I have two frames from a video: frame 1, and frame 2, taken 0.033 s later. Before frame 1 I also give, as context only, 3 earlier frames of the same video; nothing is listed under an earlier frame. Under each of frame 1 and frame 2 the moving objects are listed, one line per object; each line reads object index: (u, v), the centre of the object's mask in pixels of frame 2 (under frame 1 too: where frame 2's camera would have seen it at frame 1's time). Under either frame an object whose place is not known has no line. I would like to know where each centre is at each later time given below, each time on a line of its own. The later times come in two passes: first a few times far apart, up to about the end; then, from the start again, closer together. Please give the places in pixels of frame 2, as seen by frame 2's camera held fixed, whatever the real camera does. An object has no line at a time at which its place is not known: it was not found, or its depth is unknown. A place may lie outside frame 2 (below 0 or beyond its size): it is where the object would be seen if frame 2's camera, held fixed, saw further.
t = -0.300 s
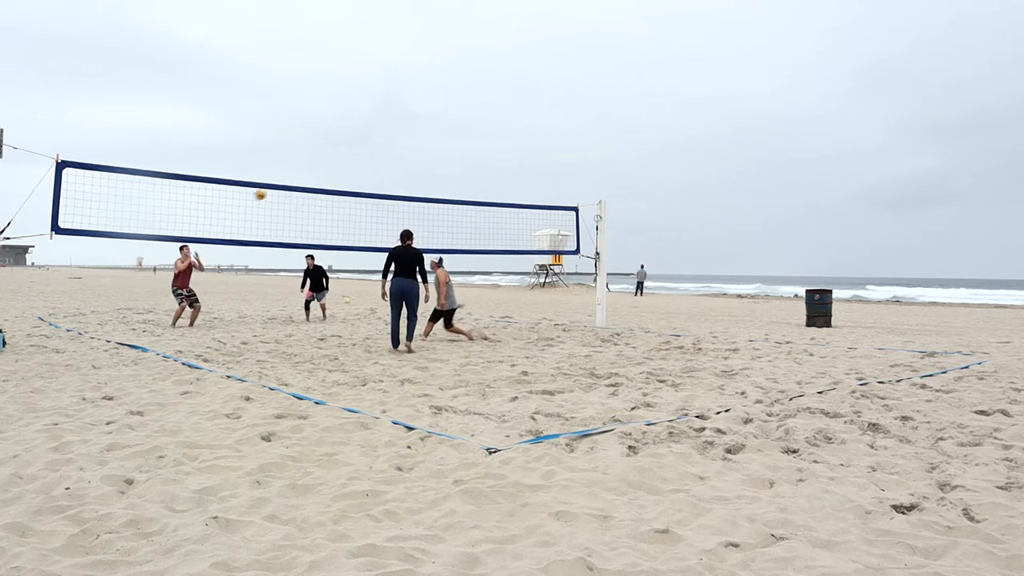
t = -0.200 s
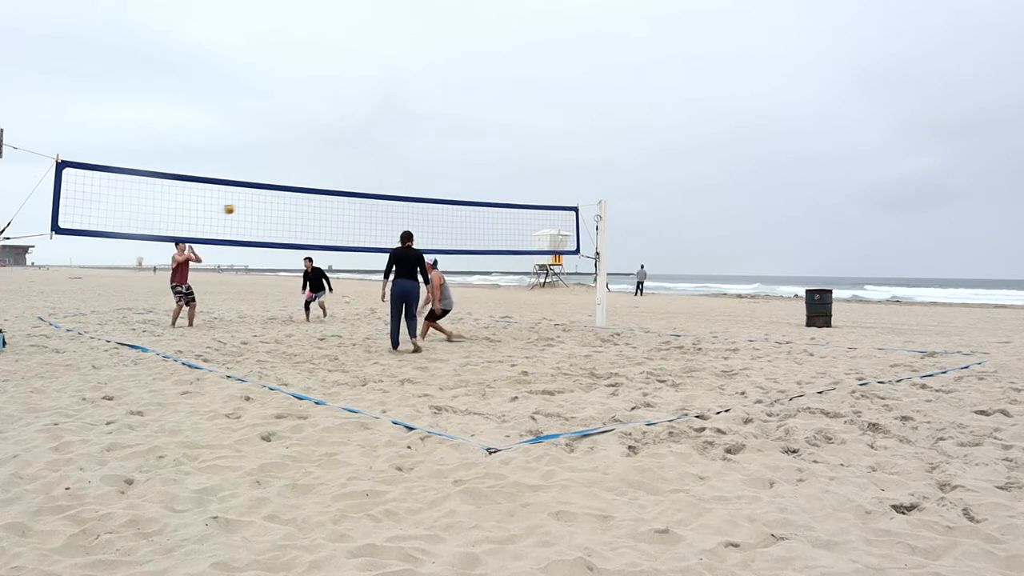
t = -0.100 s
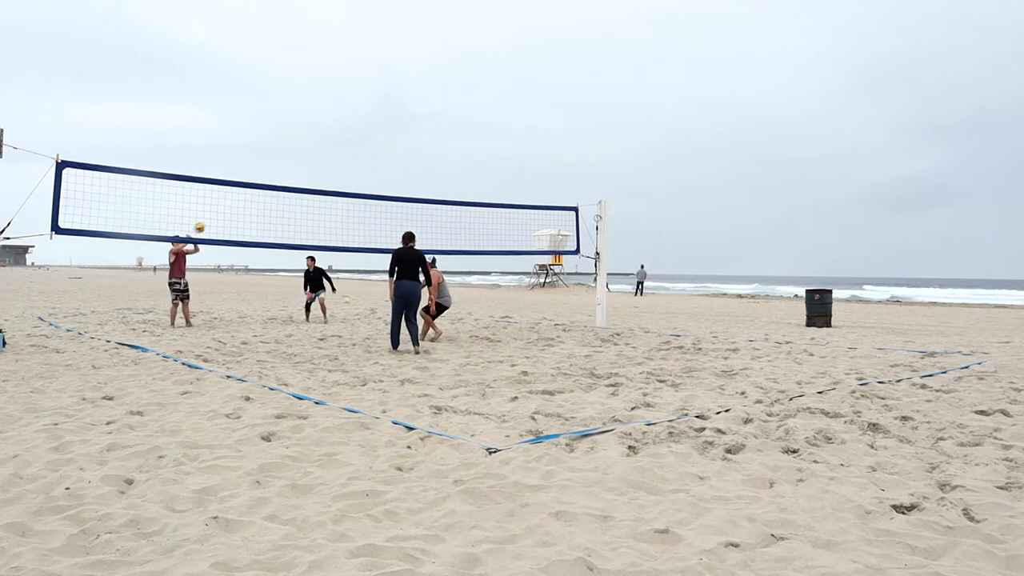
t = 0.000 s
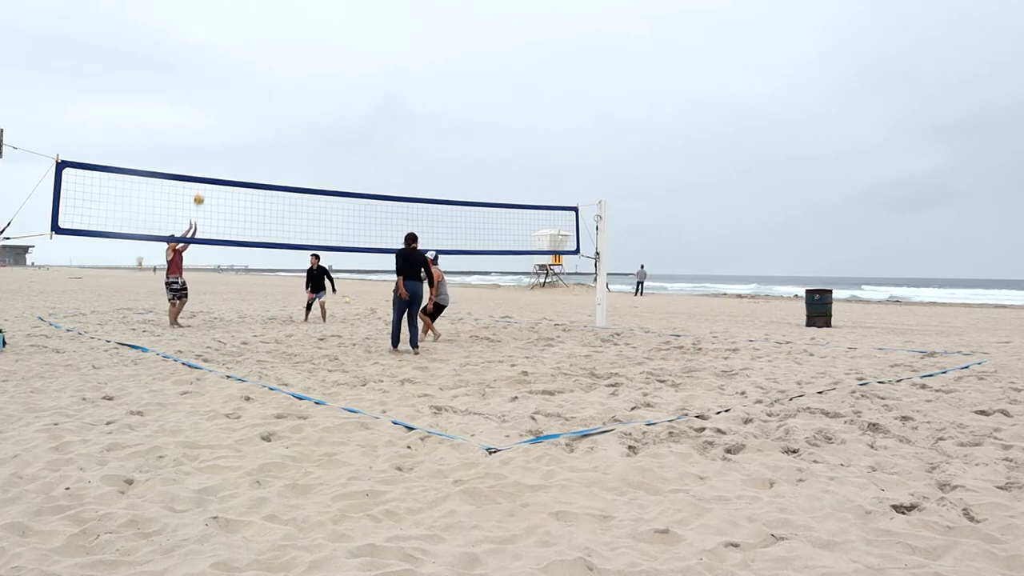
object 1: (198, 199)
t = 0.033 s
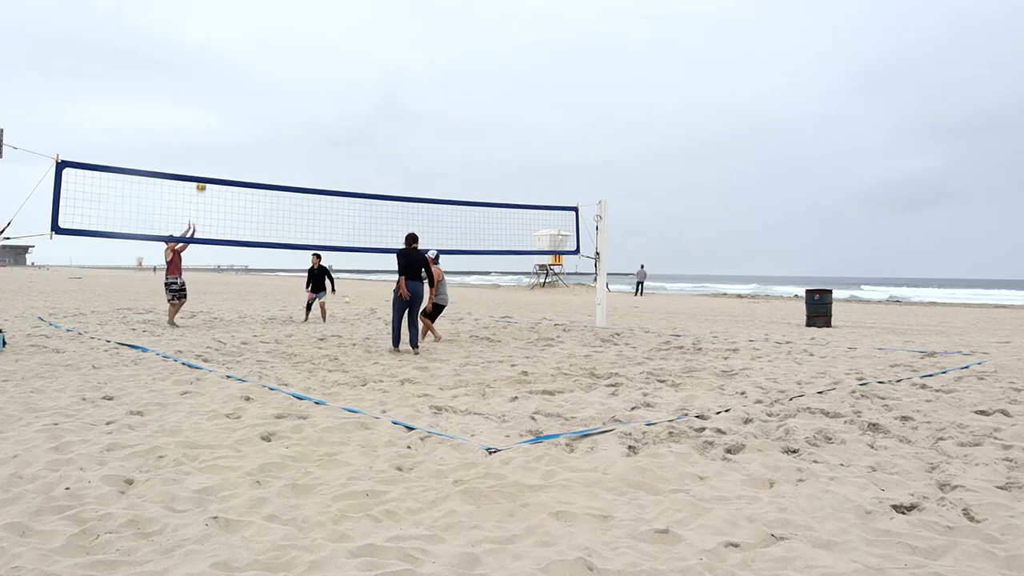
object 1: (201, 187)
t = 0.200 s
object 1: (210, 131)
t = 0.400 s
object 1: (219, 85)
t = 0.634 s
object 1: (225, 58)
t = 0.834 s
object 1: (229, 55)
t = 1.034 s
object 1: (231, 70)
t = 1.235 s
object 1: (231, 102)
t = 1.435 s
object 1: (230, 151)
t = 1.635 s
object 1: (228, 215)
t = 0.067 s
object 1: (203, 173)
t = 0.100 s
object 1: (205, 163)
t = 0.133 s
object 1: (207, 152)
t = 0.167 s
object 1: (208, 141)
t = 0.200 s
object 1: (210, 131)
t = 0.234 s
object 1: (212, 122)
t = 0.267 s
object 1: (214, 114)
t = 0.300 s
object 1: (215, 106)
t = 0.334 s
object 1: (216, 98)
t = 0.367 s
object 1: (217, 92)
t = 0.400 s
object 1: (219, 85)
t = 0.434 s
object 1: (220, 80)
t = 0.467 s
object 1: (221, 75)
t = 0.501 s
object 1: (222, 71)
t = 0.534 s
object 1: (223, 67)
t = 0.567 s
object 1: (224, 63)
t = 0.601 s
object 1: (225, 60)
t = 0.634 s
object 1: (225, 58)
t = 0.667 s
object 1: (226, 56)
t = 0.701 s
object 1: (227, 55)
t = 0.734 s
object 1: (227, 54)
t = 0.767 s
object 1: (228, 54)
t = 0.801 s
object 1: (229, 54)
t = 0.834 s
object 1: (229, 55)
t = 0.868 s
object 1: (229, 56)
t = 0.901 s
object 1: (230, 57)
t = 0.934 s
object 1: (230, 60)
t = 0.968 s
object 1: (230, 63)
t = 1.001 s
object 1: (231, 66)
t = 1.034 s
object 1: (231, 70)
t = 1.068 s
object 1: (231, 74)
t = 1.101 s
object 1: (231, 79)
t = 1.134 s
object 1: (231, 84)
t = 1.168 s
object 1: (231, 89)
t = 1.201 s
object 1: (231, 96)
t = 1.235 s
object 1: (231, 102)
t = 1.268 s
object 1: (231, 109)
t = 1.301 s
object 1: (231, 116)
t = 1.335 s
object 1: (231, 124)
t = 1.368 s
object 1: (231, 133)
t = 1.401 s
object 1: (230, 141)
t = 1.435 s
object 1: (230, 151)
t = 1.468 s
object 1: (230, 160)
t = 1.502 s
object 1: (230, 170)
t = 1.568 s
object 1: (229, 192)
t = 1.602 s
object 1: (228, 203)
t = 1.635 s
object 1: (228, 215)
